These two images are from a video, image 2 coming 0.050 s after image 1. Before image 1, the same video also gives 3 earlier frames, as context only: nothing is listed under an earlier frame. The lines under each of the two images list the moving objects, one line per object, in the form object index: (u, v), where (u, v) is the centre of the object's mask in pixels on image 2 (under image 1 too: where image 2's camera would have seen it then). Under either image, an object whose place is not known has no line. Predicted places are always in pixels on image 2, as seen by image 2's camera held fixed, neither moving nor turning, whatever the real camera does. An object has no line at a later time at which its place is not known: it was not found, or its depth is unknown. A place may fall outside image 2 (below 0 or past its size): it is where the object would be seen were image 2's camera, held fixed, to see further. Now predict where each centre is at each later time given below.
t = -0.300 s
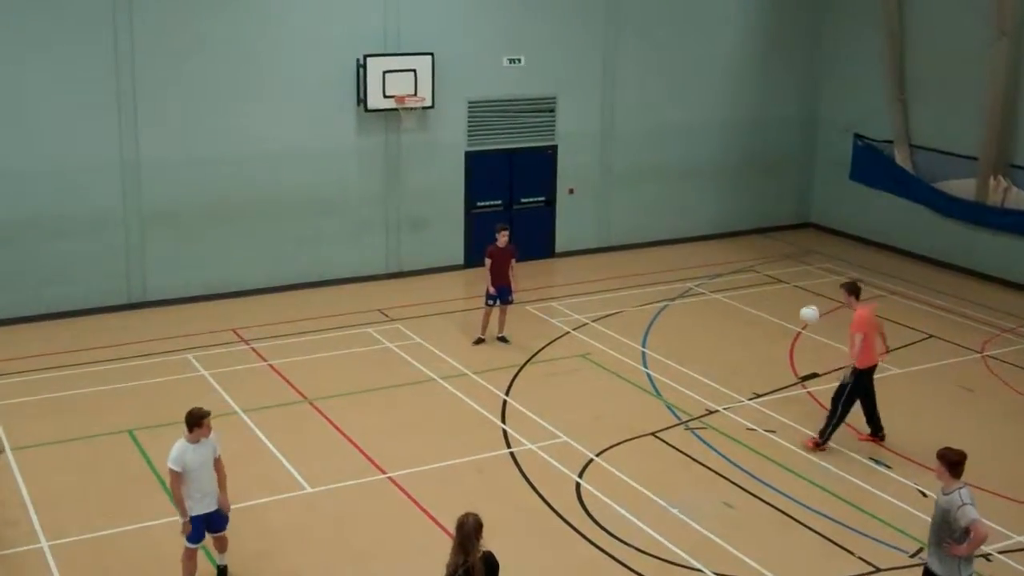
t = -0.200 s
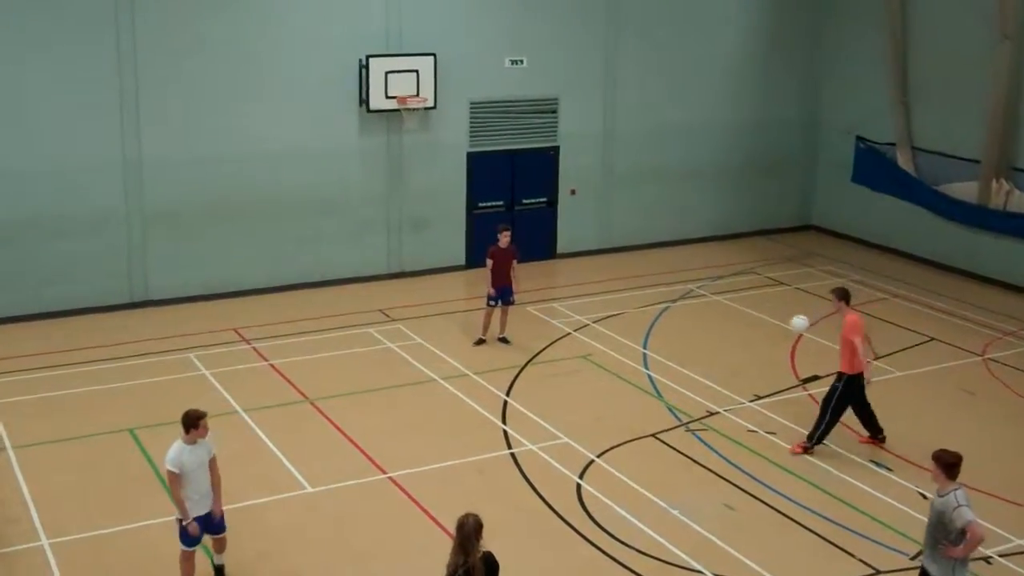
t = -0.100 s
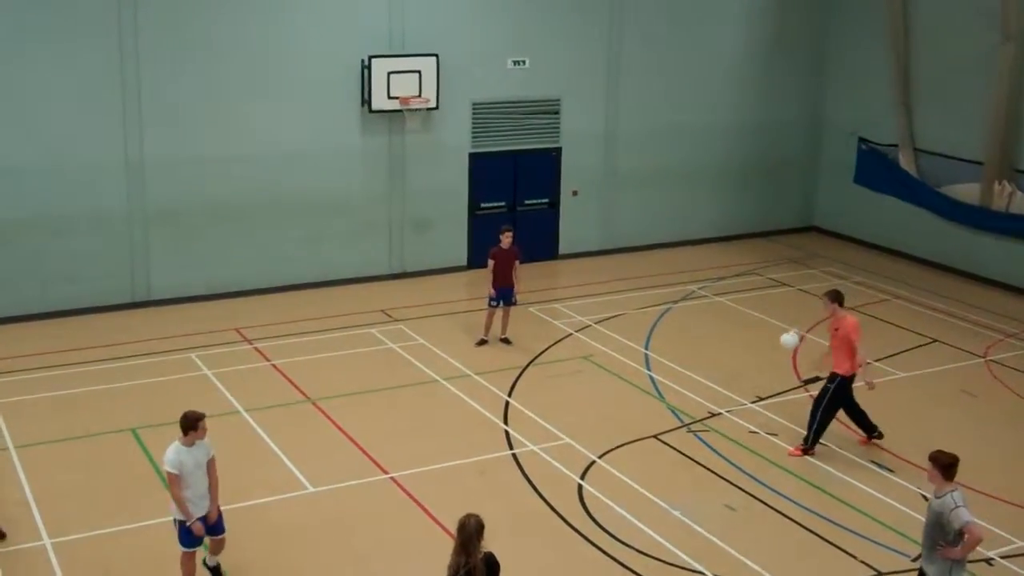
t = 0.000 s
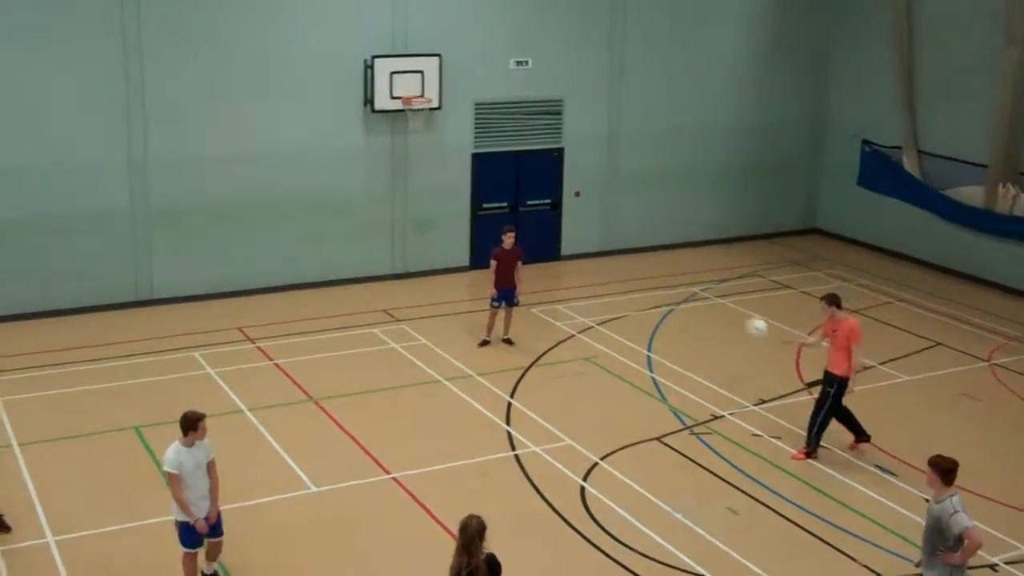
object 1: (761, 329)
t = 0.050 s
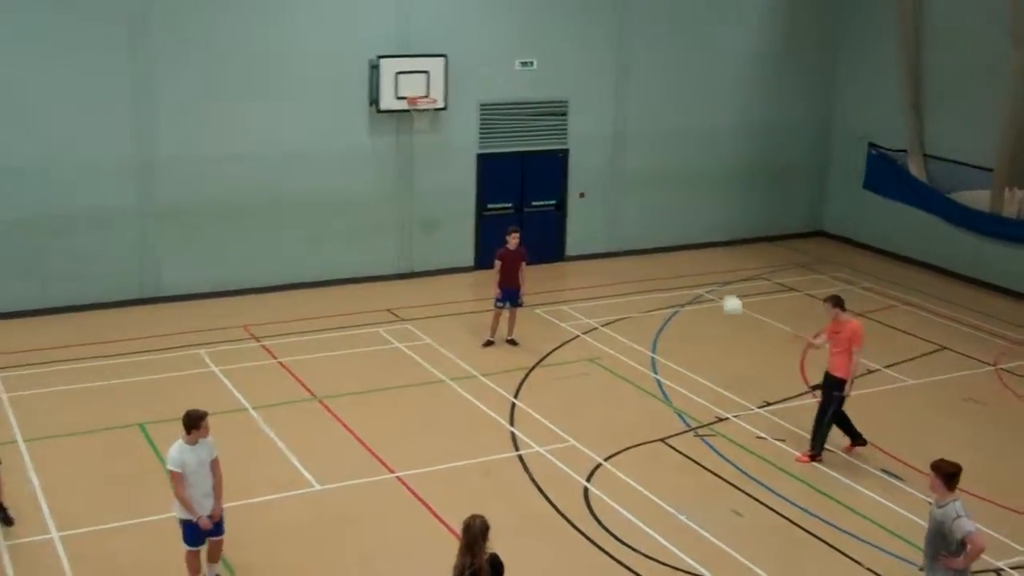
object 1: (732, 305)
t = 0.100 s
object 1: (699, 284)
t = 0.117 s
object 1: (690, 278)
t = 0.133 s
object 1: (677, 270)
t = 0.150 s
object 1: (665, 264)
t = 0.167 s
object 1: (653, 257)
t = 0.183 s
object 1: (641, 251)
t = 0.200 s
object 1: (628, 245)
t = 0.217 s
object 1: (616, 240)
